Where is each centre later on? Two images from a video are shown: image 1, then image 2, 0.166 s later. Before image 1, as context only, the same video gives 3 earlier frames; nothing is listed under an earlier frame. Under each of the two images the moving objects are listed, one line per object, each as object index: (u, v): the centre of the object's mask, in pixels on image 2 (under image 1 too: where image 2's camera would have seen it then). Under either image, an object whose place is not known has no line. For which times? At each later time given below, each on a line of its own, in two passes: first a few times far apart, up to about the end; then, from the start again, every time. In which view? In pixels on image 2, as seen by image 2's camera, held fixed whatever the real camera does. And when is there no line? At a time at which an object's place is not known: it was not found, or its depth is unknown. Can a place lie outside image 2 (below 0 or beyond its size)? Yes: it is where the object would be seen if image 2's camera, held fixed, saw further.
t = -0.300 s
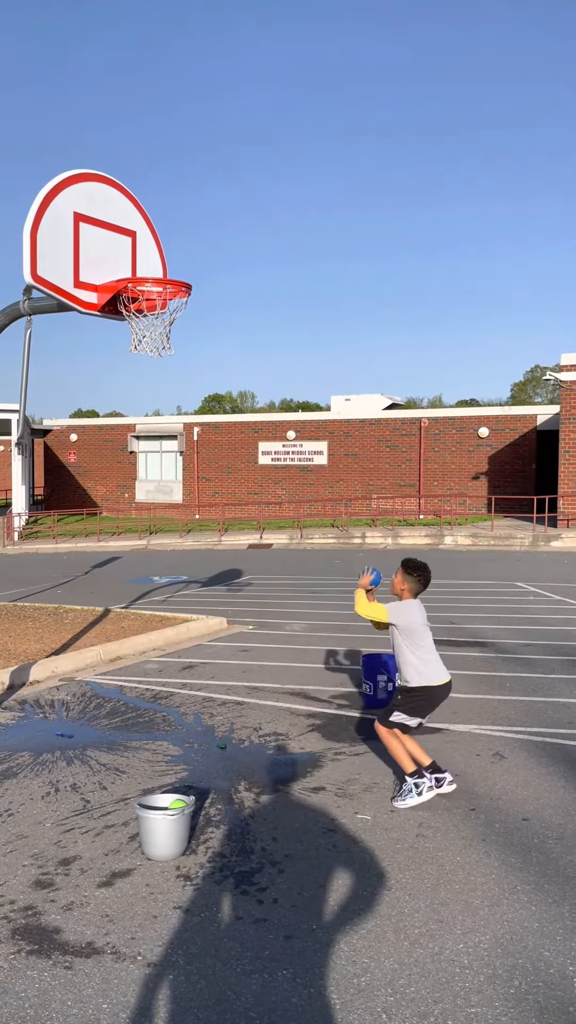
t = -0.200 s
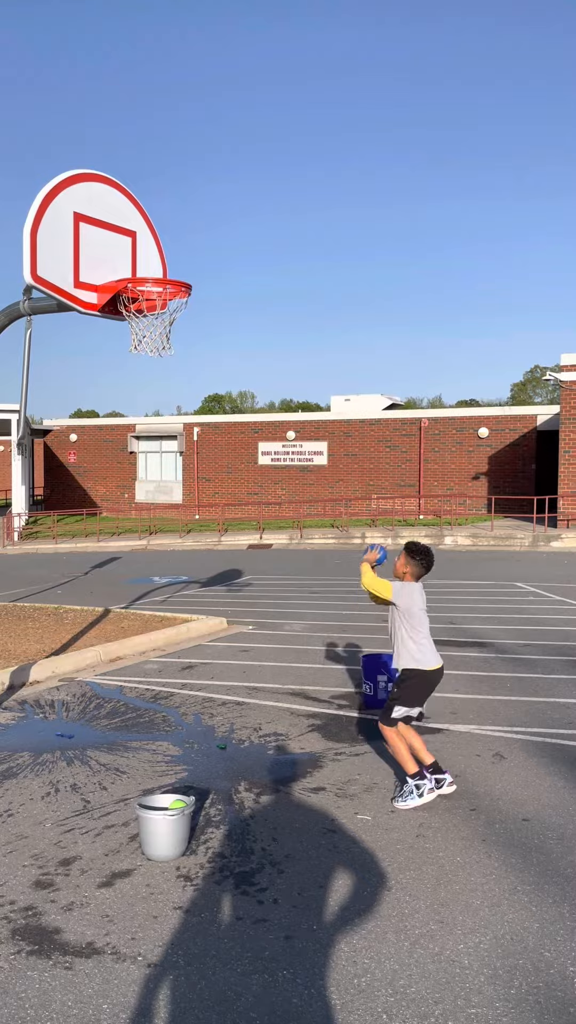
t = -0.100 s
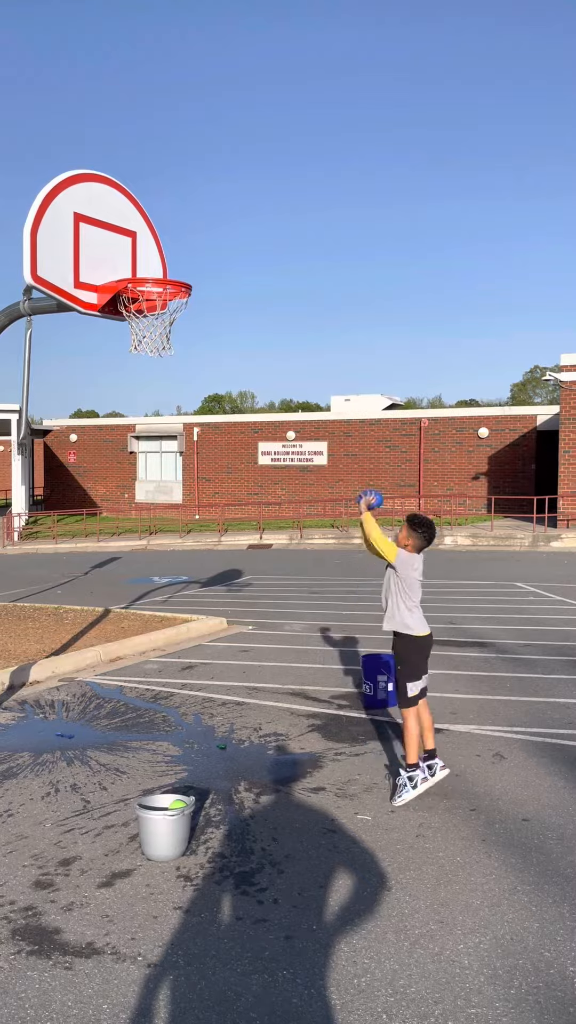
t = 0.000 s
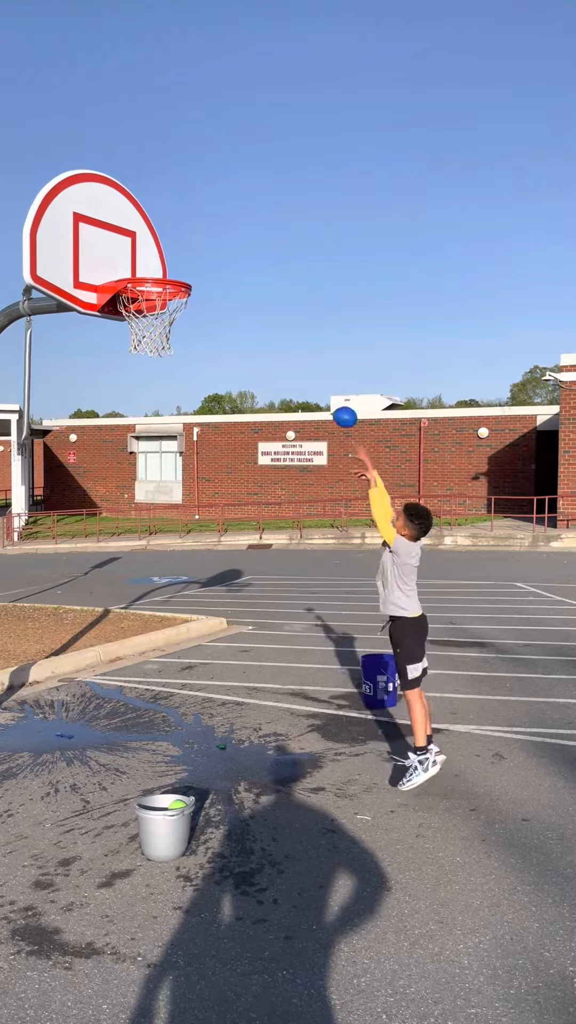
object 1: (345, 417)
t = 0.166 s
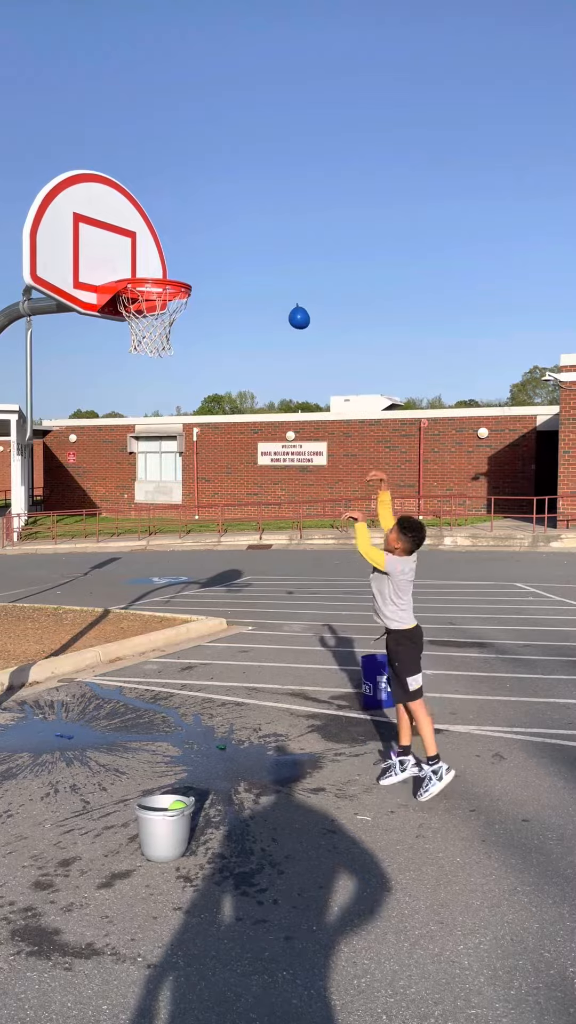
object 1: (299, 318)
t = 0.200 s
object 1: (290, 304)
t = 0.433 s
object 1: (228, 265)
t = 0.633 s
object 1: (181, 306)
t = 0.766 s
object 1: (155, 367)
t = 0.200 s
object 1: (290, 304)
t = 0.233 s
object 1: (281, 293)
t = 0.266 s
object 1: (272, 284)
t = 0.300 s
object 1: (263, 276)
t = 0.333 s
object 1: (254, 271)
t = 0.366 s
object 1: (245, 267)
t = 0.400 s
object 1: (237, 265)
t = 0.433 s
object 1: (228, 265)
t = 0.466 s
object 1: (220, 268)
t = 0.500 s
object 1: (211, 272)
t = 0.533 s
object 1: (203, 278)
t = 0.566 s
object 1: (194, 285)
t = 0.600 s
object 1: (186, 294)
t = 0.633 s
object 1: (181, 306)
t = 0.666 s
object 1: (174, 319)
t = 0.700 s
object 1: (167, 333)
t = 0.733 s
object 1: (161, 349)
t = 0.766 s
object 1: (155, 367)
